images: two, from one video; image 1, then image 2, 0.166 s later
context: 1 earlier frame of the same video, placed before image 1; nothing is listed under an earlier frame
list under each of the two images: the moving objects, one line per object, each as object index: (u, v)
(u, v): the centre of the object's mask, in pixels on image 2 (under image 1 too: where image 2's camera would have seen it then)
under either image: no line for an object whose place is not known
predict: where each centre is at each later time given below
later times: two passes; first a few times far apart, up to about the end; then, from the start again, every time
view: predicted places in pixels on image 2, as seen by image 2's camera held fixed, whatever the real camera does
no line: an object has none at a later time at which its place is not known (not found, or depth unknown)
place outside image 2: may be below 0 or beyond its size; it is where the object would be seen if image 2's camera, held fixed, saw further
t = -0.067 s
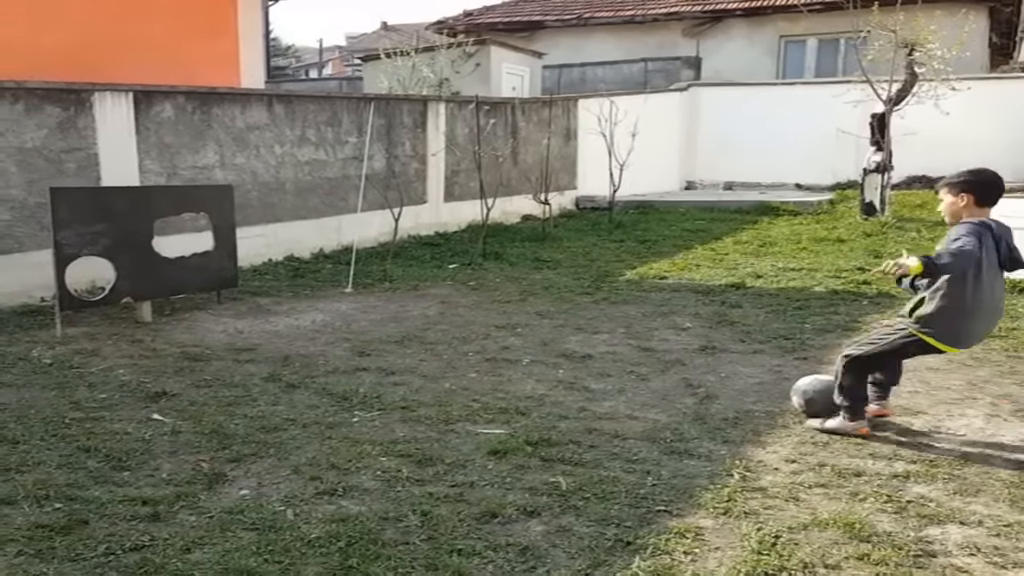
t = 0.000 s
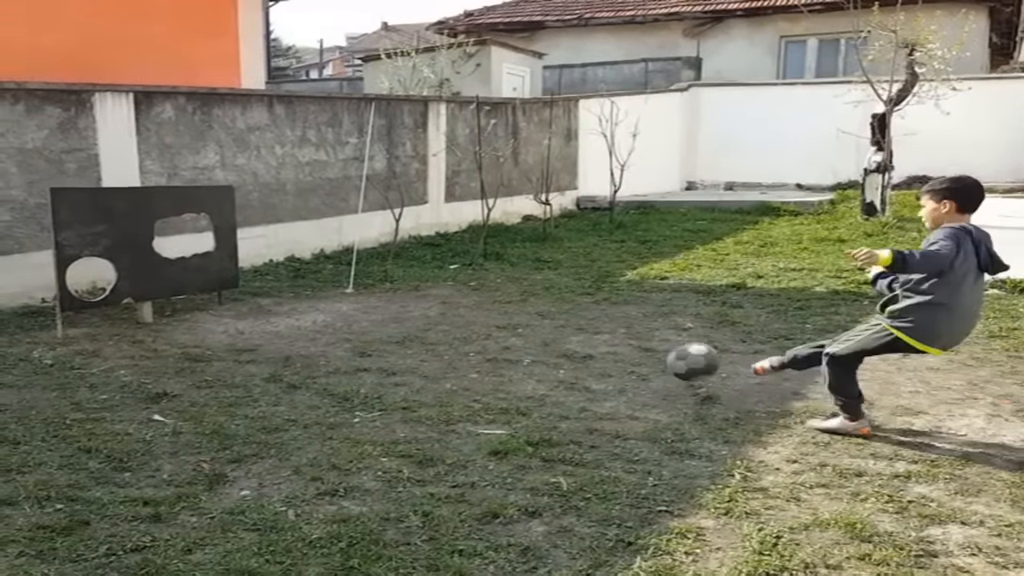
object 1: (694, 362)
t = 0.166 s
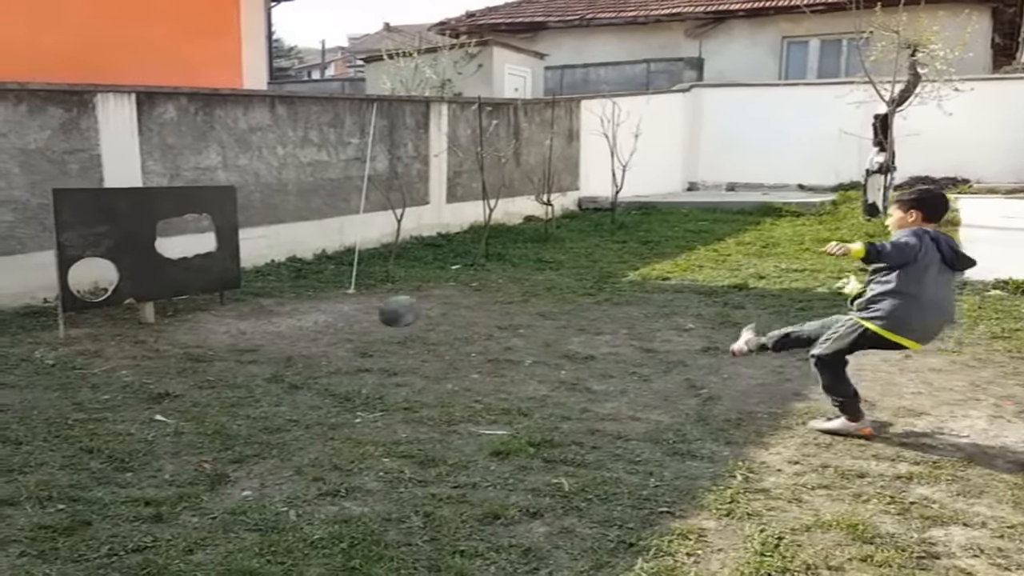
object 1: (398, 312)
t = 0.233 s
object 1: (306, 306)
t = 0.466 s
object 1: (177, 315)
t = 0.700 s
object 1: (234, 344)
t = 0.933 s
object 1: (281, 396)
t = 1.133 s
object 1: (305, 398)
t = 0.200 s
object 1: (350, 308)
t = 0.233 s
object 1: (306, 306)
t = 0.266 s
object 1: (263, 306)
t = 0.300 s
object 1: (220, 308)
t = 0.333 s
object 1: (180, 311)
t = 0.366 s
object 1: (150, 312)
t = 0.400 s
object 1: (155, 313)
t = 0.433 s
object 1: (170, 311)
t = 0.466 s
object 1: (177, 315)
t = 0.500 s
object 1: (186, 319)
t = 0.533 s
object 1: (196, 325)
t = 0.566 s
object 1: (206, 333)
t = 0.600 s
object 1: (216, 343)
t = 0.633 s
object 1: (224, 346)
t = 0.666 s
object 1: (229, 344)
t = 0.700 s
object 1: (234, 344)
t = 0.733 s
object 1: (239, 344)
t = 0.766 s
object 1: (246, 347)
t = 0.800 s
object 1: (252, 353)
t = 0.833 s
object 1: (259, 360)
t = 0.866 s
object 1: (266, 369)
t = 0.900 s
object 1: (274, 381)
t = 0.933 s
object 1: (281, 396)
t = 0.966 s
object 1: (286, 397)
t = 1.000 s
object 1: (290, 393)
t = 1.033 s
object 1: (293, 393)
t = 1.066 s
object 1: (295, 393)
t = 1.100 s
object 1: (299, 395)
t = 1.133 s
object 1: (305, 398)
